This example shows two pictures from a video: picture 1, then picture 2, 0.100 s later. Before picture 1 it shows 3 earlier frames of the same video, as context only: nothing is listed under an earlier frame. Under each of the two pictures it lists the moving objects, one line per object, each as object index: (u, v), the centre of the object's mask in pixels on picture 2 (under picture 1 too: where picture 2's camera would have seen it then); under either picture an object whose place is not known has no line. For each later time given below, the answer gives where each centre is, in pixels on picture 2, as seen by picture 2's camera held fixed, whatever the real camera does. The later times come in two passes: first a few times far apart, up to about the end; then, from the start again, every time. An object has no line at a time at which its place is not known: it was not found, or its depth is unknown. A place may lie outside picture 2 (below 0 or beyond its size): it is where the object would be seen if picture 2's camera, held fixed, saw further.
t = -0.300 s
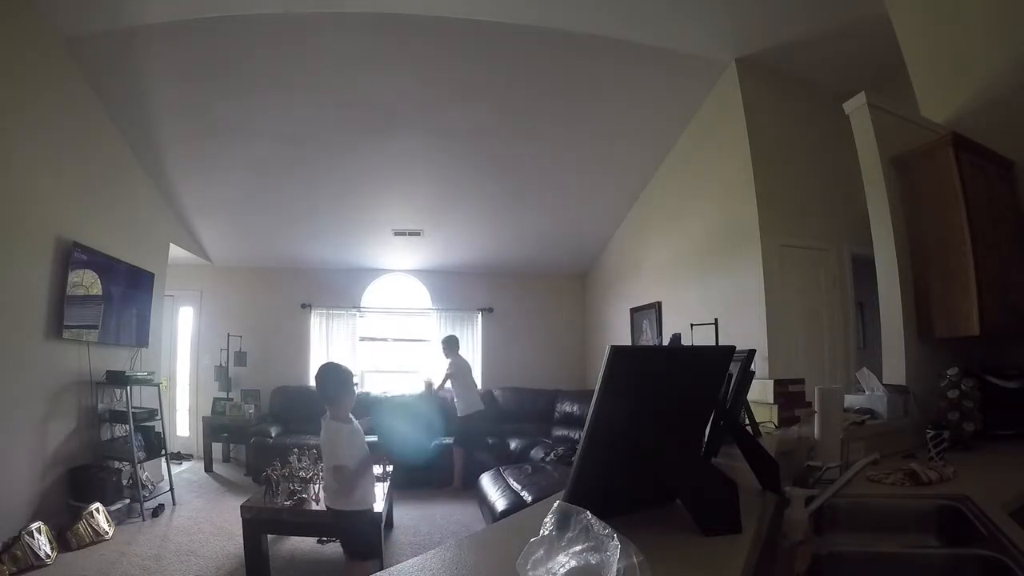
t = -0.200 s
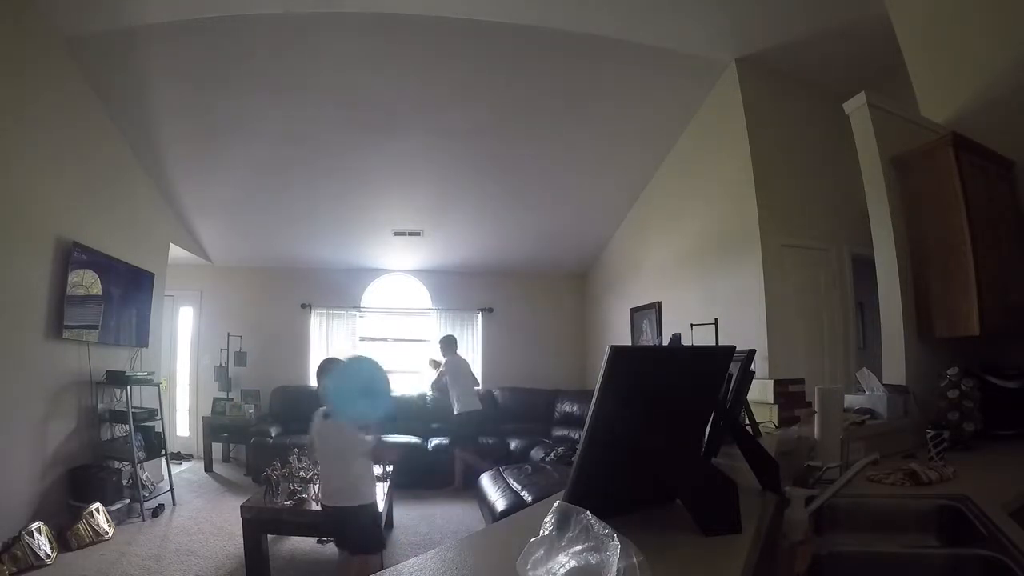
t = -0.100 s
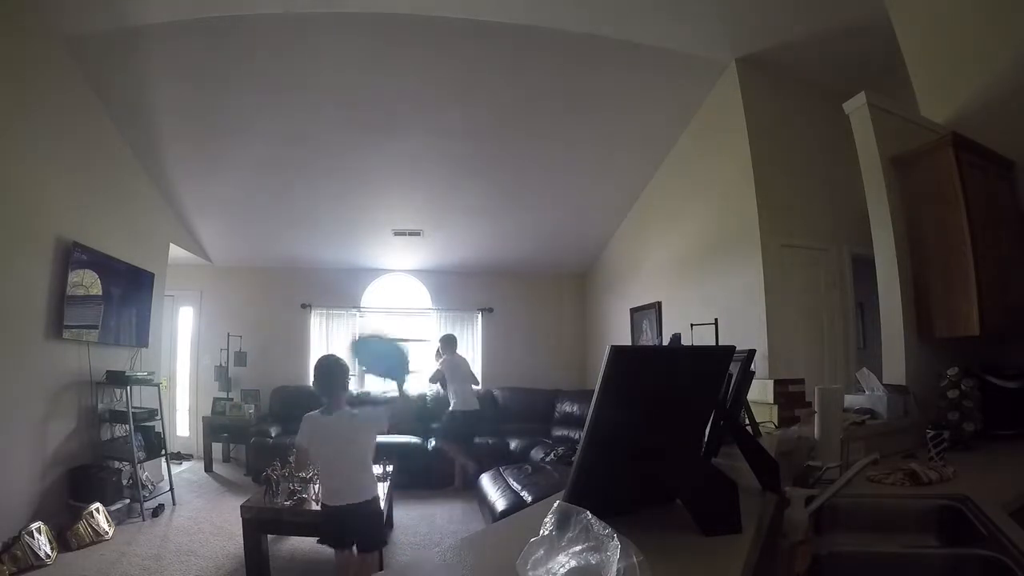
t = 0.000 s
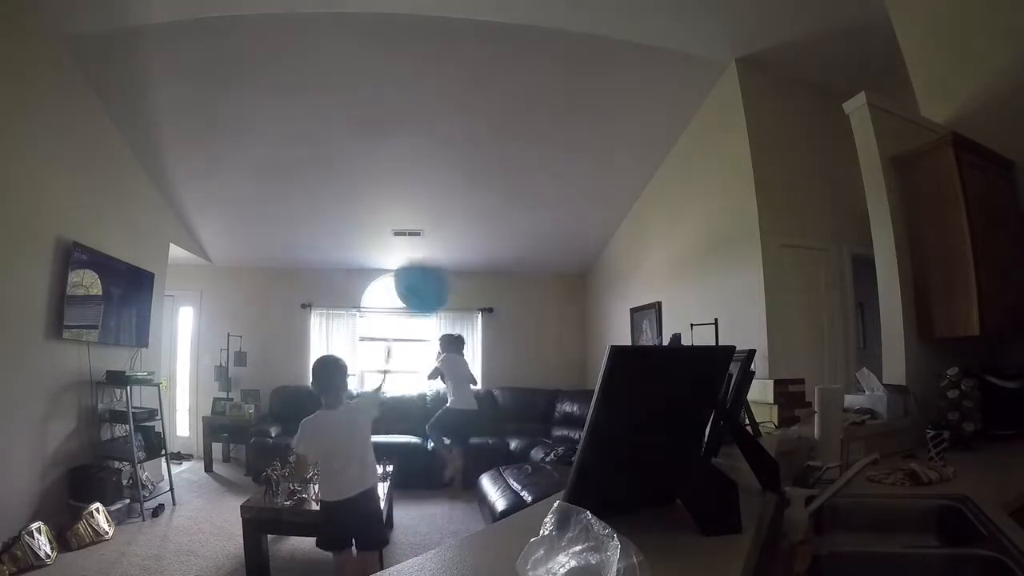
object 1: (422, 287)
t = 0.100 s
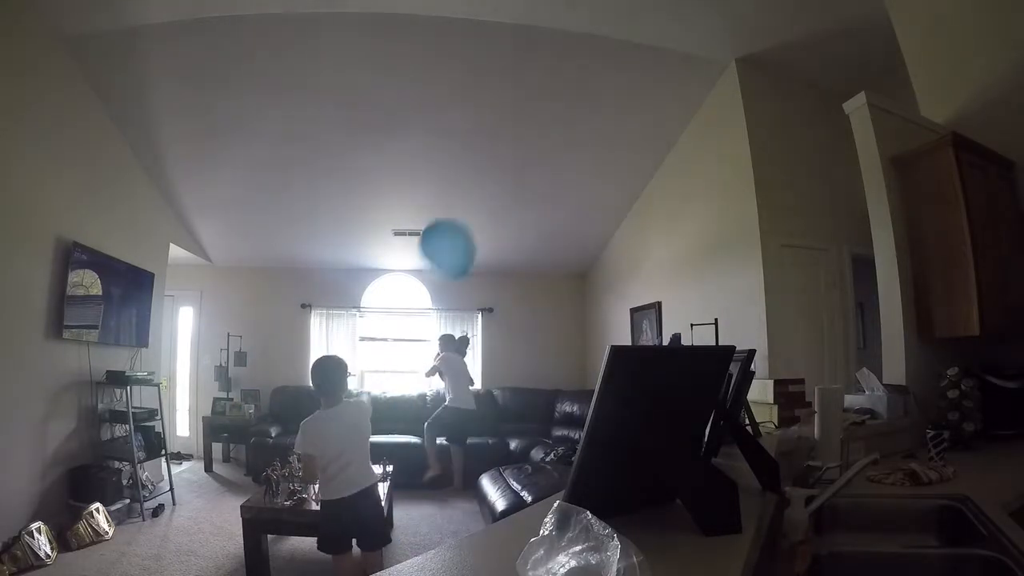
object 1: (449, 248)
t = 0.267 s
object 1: (471, 202)
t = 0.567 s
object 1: (495, 192)
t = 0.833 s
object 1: (505, 222)
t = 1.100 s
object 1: (514, 287)
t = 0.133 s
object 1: (455, 236)
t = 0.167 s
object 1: (460, 225)
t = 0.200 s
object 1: (464, 215)
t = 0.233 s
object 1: (468, 208)
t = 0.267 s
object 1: (471, 202)
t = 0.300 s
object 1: (473, 196)
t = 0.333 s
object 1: (476, 192)
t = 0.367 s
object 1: (479, 190)
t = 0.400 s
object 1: (482, 188)
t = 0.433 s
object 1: (485, 188)
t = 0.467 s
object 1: (488, 188)
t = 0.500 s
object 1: (490, 188)
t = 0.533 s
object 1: (493, 190)
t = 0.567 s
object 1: (495, 192)
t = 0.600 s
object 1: (497, 194)
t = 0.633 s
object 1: (498, 197)
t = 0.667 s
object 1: (499, 199)
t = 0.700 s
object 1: (501, 203)
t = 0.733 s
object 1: (502, 207)
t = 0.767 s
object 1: (503, 211)
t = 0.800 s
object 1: (504, 217)
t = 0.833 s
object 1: (505, 222)
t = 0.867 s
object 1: (506, 228)
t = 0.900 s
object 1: (507, 234)
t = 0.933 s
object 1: (509, 242)
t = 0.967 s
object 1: (510, 250)
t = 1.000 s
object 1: (511, 260)
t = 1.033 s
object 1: (513, 269)
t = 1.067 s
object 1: (514, 279)
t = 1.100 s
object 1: (514, 287)
